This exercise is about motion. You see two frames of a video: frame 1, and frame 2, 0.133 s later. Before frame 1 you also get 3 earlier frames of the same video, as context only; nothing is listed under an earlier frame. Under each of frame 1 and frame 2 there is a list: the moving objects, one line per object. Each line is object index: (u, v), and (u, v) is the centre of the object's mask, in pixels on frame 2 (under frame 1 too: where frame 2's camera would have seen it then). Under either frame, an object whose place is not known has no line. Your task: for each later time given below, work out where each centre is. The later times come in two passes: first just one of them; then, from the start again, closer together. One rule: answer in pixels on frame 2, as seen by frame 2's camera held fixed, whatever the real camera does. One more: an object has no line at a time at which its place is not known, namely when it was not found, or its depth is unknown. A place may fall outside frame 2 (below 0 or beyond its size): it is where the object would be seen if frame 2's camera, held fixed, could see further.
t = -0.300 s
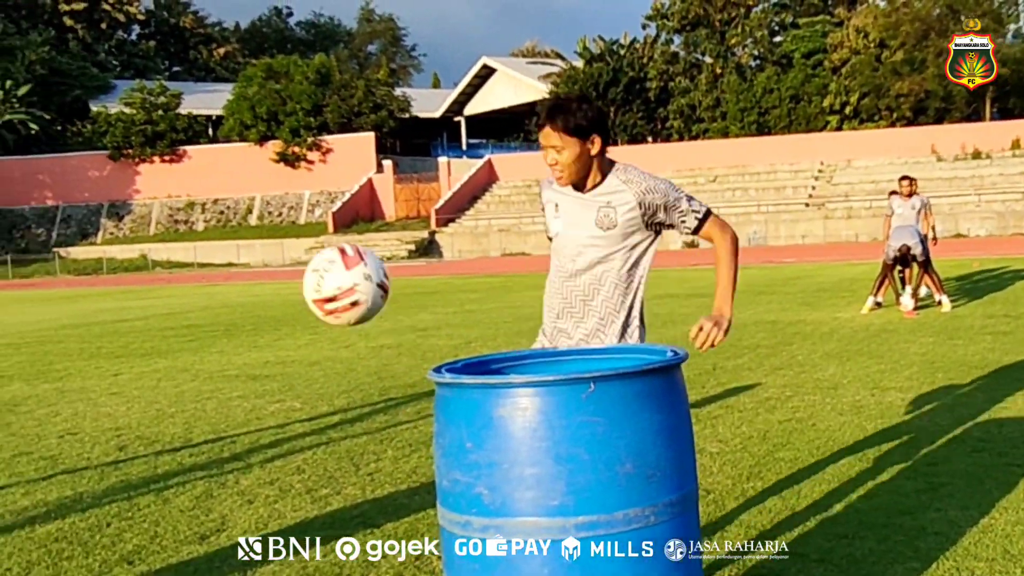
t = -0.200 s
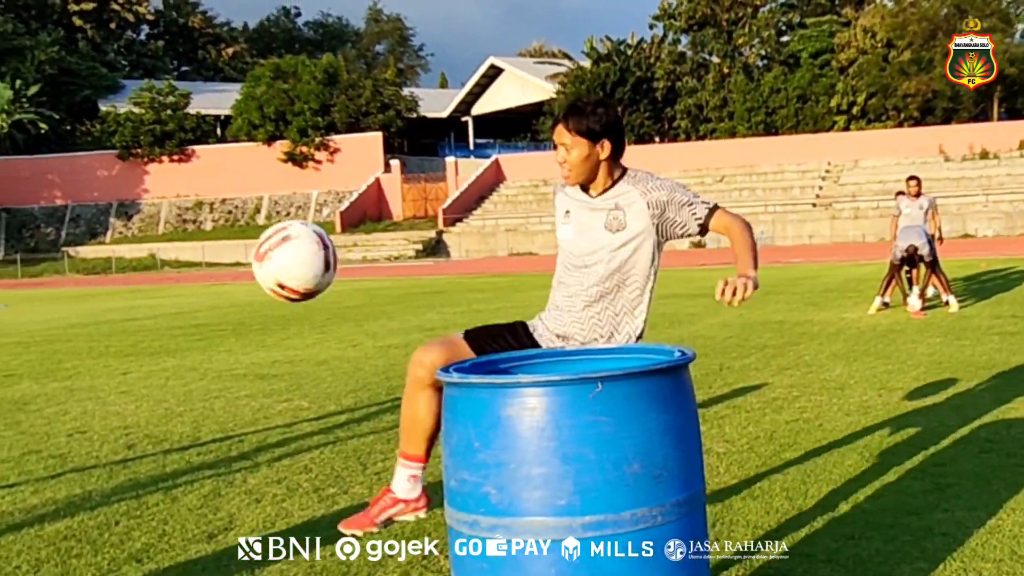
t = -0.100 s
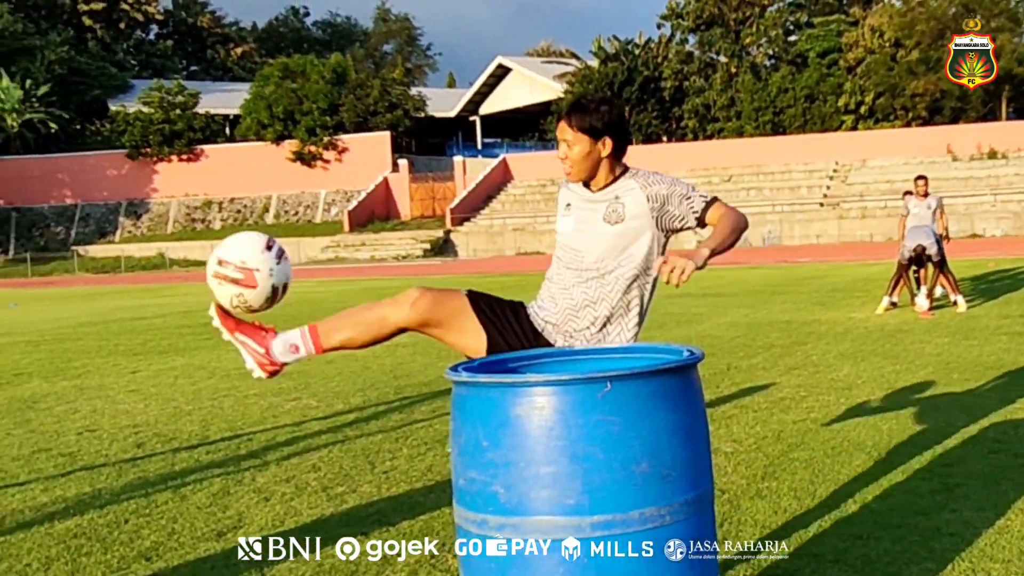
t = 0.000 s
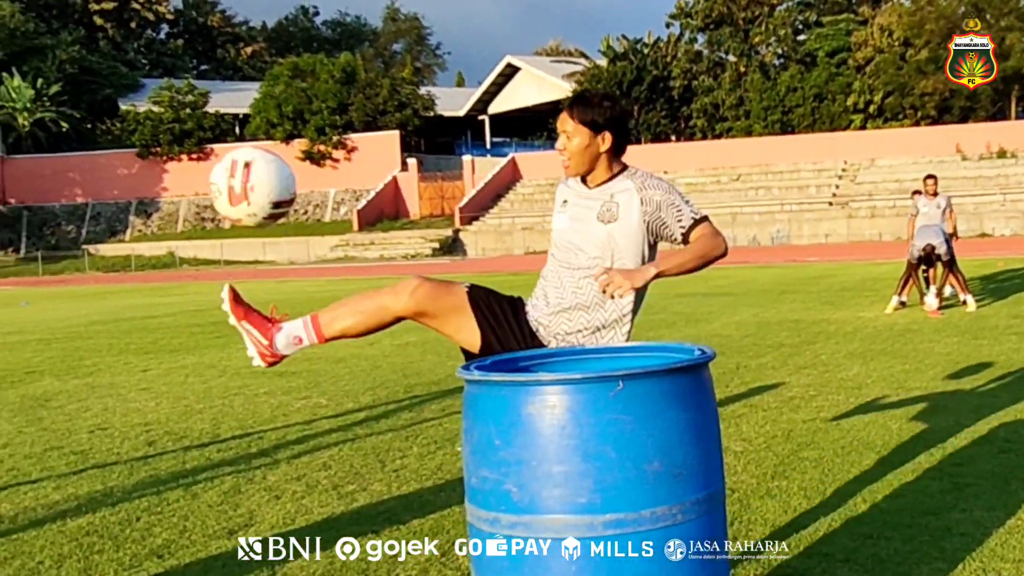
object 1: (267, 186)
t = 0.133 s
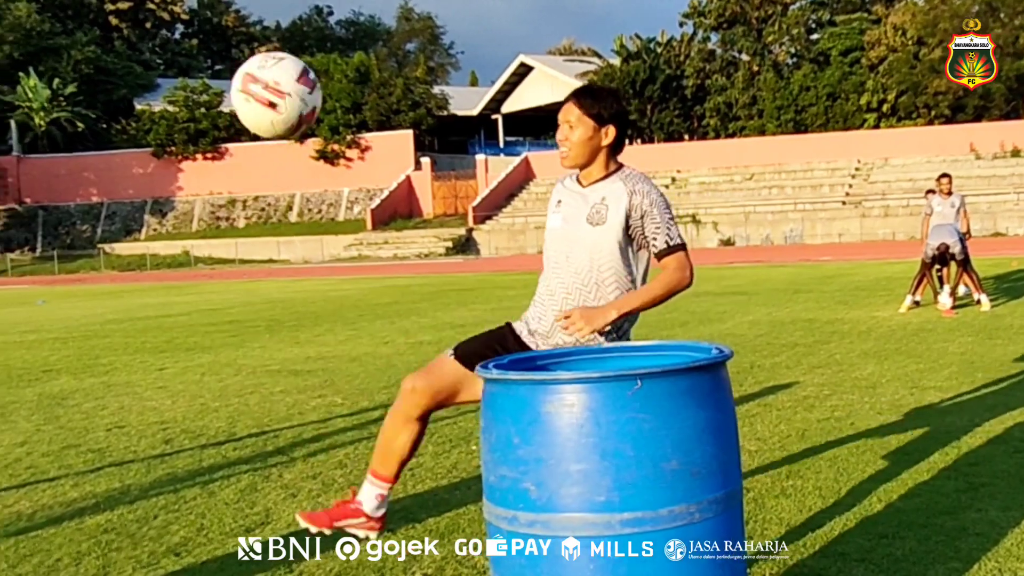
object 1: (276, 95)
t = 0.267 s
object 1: (292, 66)
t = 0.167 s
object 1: (279, 81)
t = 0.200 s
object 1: (283, 72)
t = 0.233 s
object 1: (287, 67)
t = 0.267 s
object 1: (292, 66)
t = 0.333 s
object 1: (301, 75)
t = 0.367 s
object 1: (306, 87)
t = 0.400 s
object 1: (310, 103)
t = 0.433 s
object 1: (315, 125)
